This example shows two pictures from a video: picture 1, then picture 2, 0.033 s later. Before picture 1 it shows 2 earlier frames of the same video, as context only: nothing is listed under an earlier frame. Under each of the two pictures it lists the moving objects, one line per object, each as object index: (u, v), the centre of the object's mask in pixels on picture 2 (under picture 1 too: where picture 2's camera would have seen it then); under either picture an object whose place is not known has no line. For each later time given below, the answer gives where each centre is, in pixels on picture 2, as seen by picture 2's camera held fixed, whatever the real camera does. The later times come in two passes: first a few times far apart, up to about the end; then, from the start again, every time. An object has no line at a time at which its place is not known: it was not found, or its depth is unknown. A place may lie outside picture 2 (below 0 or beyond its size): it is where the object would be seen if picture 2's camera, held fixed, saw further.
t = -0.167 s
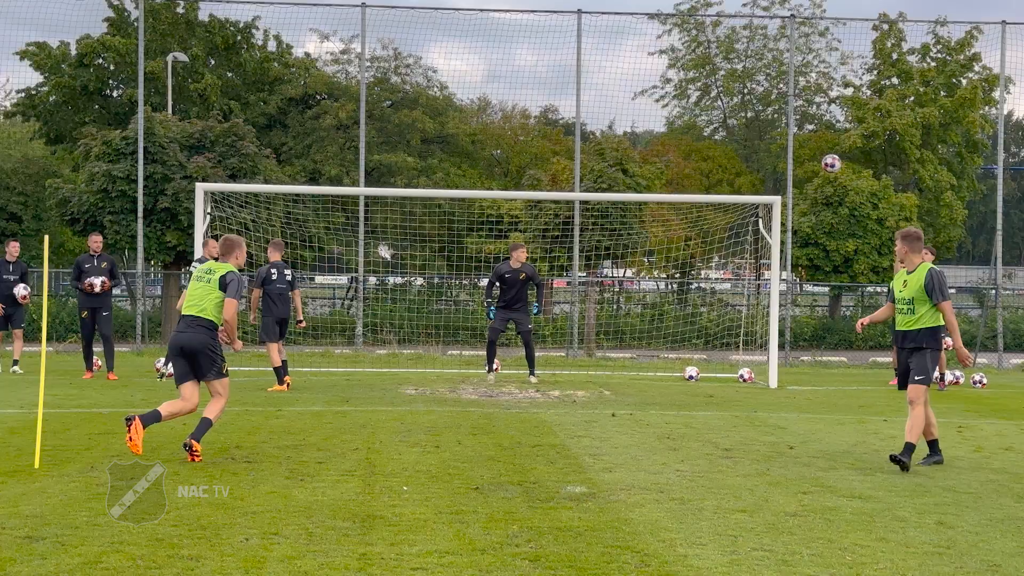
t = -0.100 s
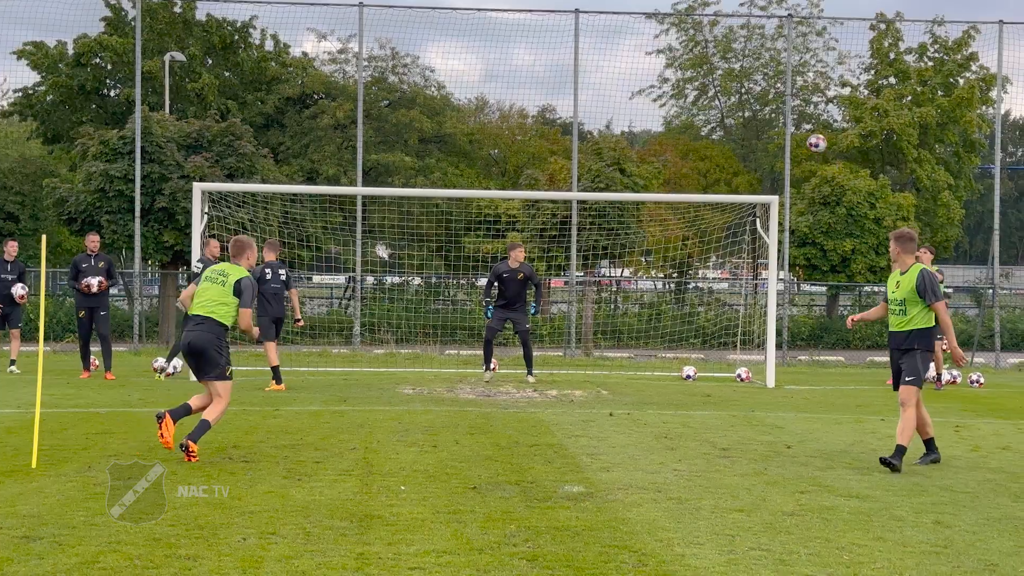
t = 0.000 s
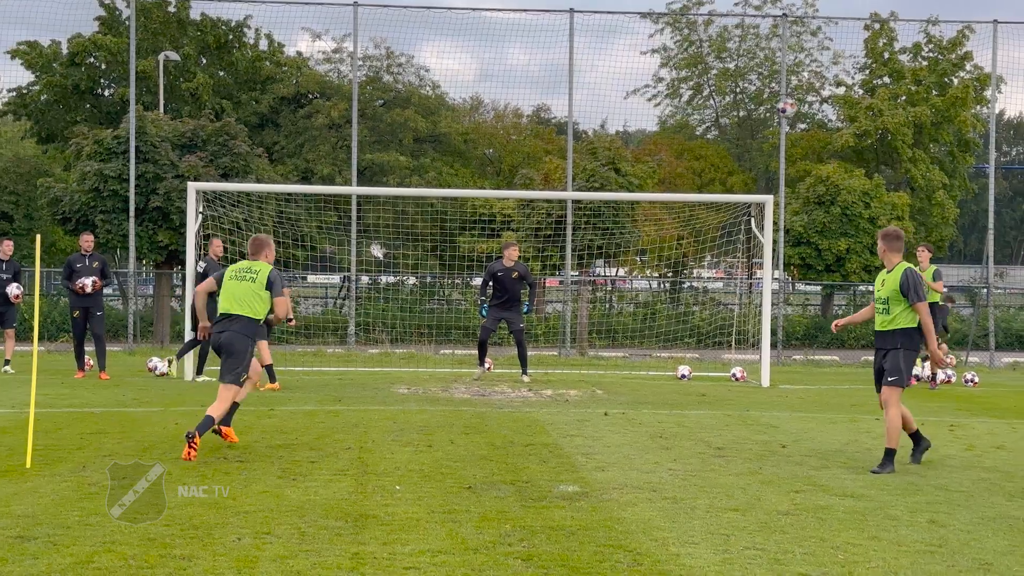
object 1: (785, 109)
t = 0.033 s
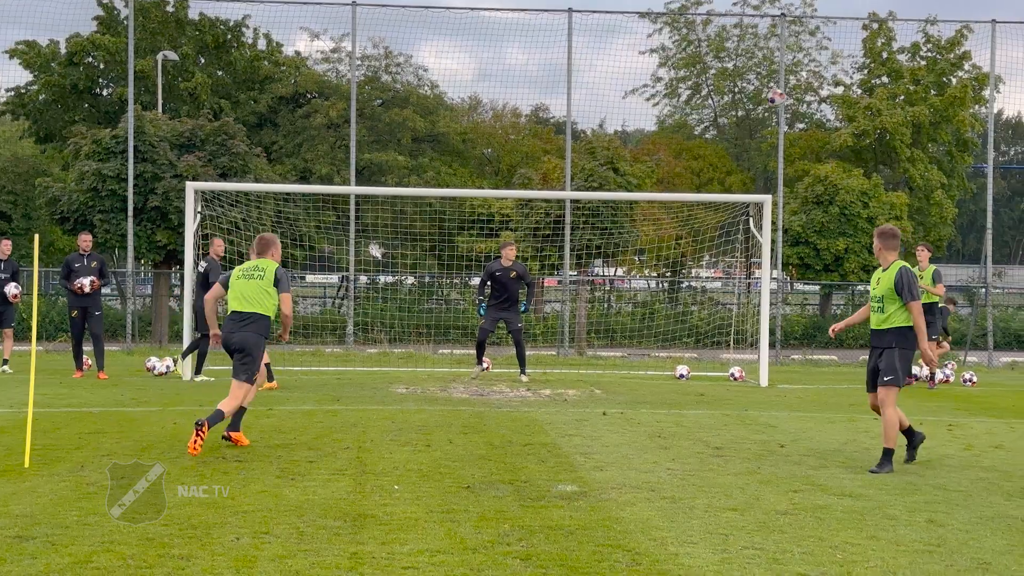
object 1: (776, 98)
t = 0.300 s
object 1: (702, 52)
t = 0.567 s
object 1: (617, 68)
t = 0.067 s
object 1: (768, 89)
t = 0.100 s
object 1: (759, 81)
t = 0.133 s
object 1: (749, 74)
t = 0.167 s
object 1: (740, 67)
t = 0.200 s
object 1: (731, 61)
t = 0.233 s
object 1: (722, 58)
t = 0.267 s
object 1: (713, 54)
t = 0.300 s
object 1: (702, 52)
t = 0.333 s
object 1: (693, 50)
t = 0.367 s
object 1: (682, 49)
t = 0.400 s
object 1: (672, 50)
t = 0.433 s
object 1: (661, 53)
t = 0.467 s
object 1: (649, 54)
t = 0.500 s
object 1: (639, 58)
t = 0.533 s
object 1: (628, 63)
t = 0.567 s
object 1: (617, 68)
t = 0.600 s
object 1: (605, 76)
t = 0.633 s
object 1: (594, 84)
